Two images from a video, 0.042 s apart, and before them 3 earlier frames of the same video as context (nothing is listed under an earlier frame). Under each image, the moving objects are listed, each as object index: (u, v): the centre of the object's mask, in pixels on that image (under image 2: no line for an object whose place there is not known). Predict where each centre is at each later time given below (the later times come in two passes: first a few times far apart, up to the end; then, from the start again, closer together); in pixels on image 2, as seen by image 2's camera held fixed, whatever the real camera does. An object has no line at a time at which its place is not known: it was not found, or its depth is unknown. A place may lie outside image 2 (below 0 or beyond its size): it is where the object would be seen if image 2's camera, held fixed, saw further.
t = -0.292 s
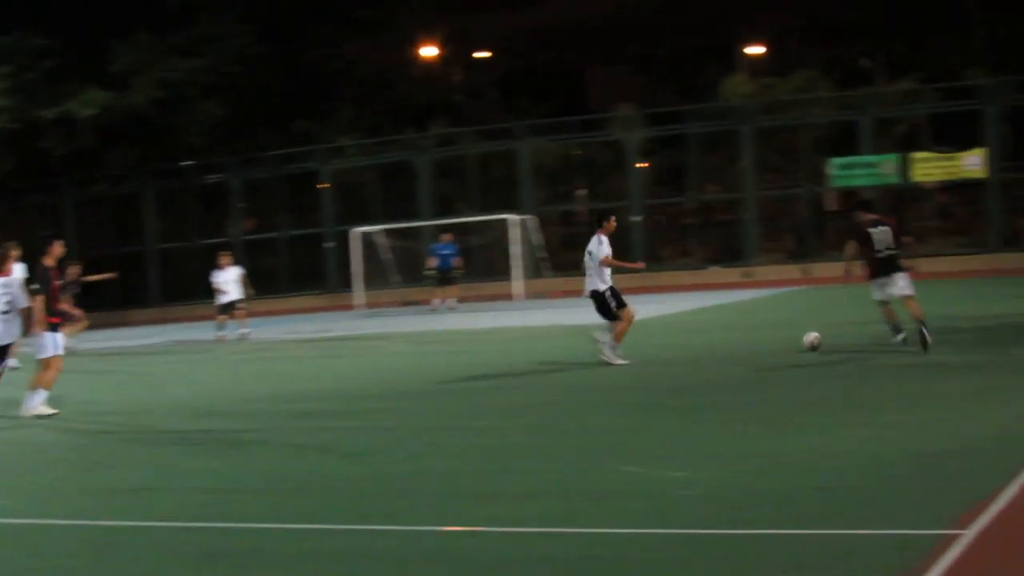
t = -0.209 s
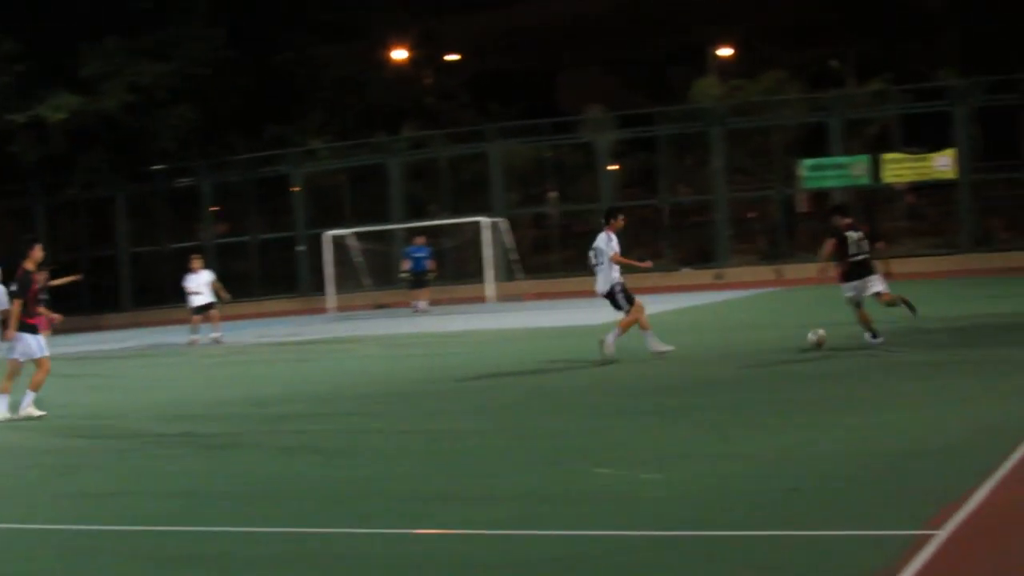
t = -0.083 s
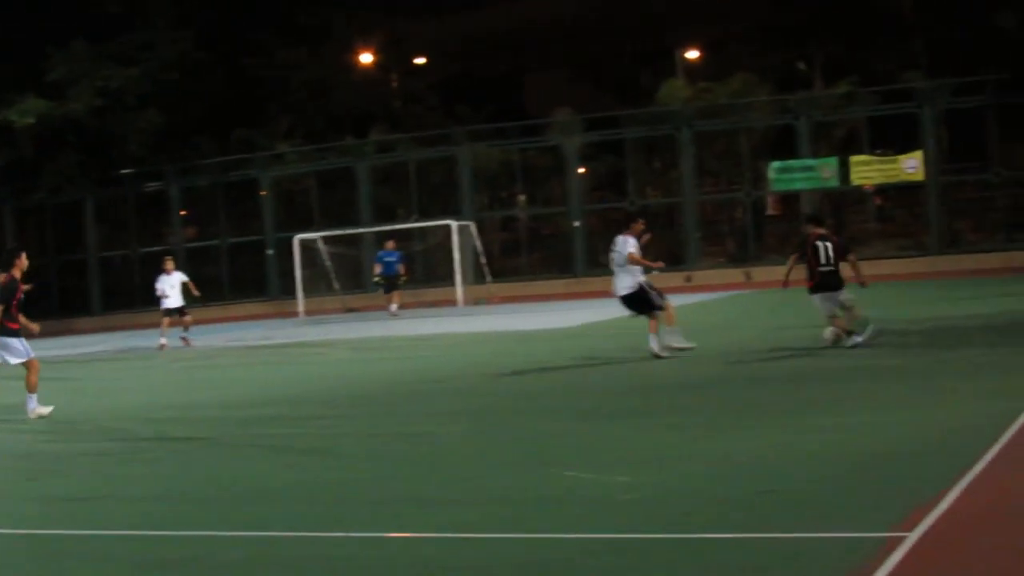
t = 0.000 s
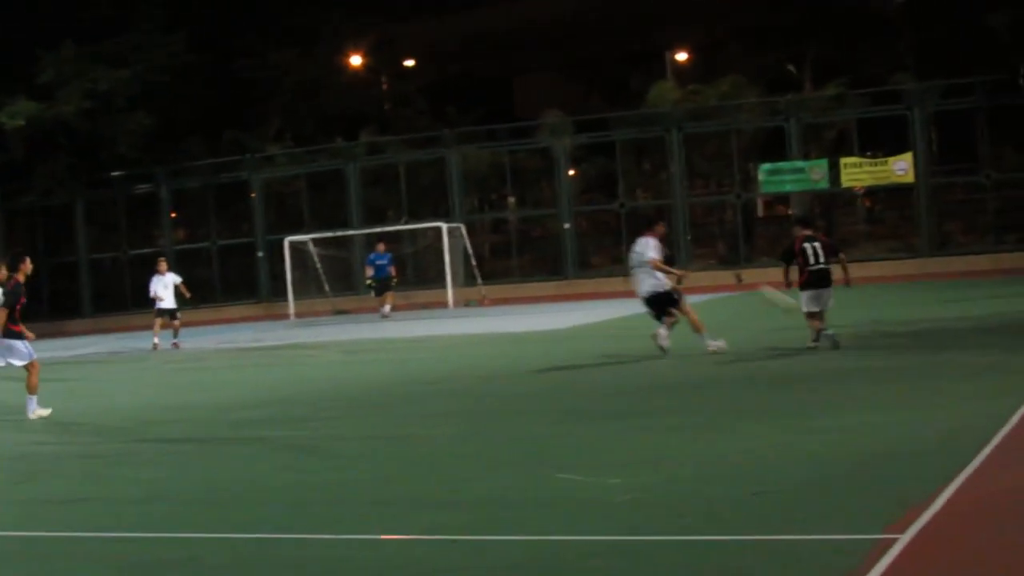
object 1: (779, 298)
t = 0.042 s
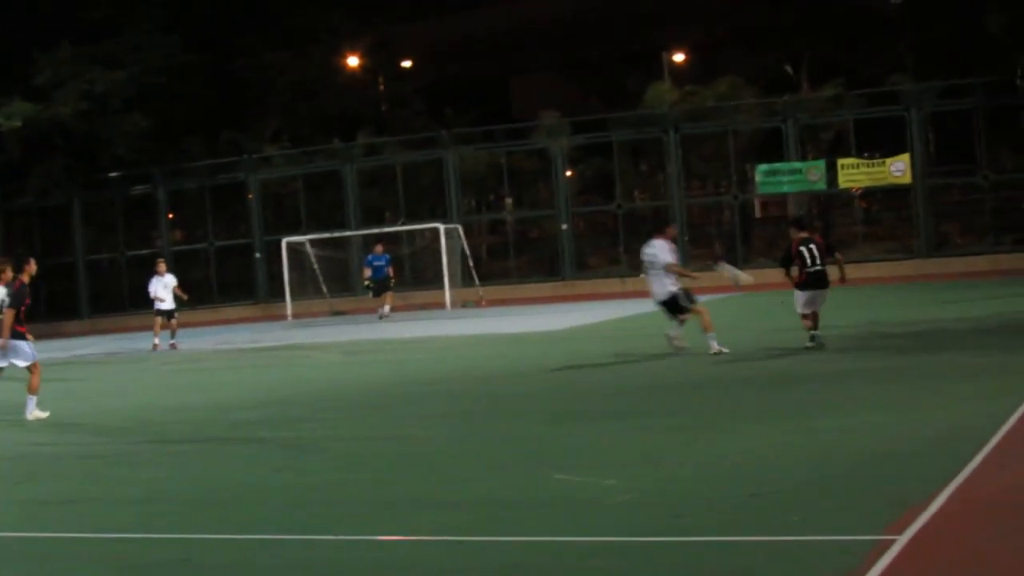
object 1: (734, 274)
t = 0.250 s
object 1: (563, 182)
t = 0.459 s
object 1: (435, 125)
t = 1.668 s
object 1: (15, 195)
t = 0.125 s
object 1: (656, 231)
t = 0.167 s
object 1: (626, 214)
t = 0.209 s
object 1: (594, 197)
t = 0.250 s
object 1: (563, 182)
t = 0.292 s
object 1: (535, 168)
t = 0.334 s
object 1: (508, 155)
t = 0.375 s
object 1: (481, 144)
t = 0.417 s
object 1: (456, 134)
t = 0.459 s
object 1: (435, 125)
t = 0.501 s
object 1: (412, 118)
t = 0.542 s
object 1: (390, 111)
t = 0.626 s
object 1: (350, 100)
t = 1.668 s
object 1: (15, 195)
